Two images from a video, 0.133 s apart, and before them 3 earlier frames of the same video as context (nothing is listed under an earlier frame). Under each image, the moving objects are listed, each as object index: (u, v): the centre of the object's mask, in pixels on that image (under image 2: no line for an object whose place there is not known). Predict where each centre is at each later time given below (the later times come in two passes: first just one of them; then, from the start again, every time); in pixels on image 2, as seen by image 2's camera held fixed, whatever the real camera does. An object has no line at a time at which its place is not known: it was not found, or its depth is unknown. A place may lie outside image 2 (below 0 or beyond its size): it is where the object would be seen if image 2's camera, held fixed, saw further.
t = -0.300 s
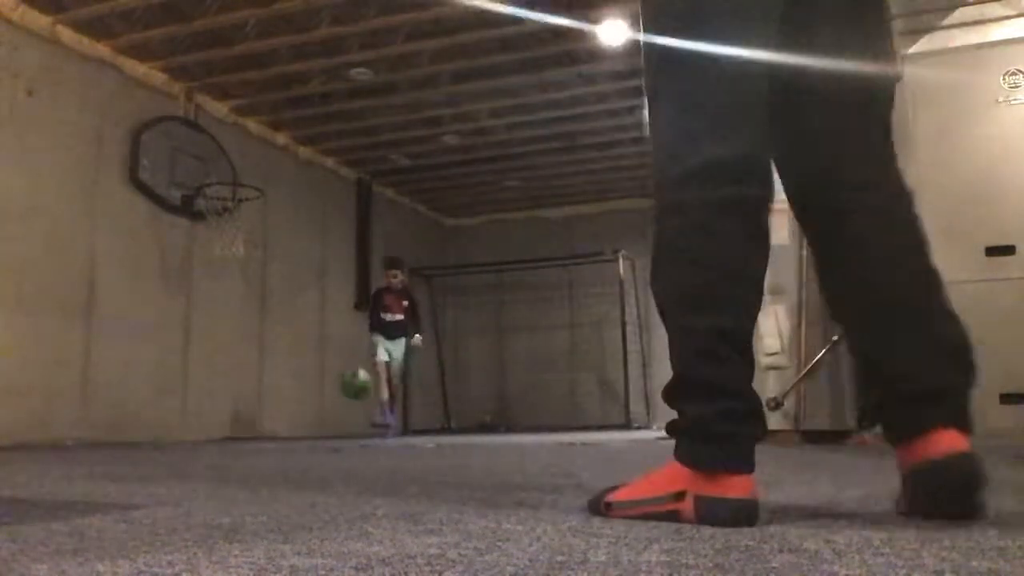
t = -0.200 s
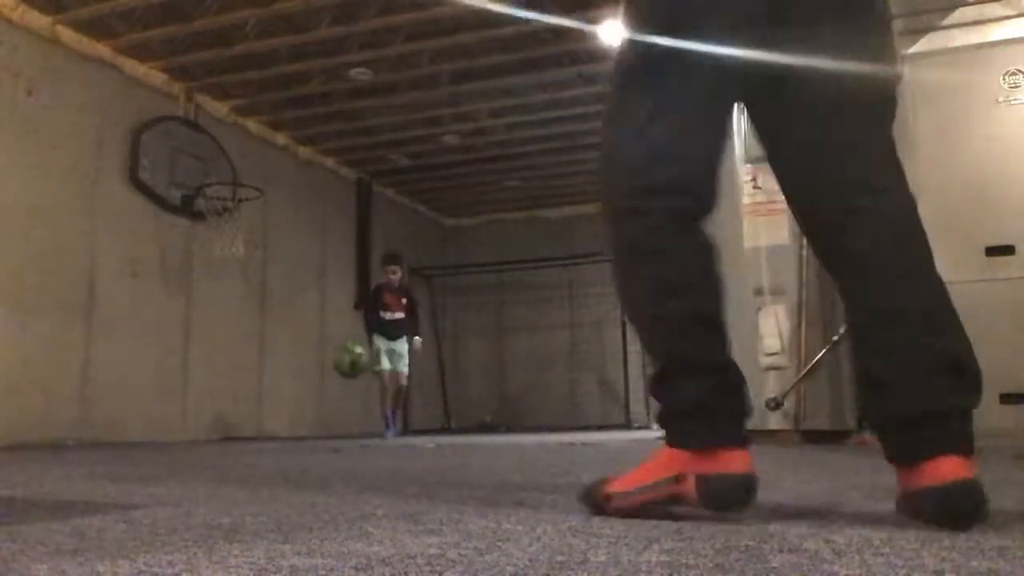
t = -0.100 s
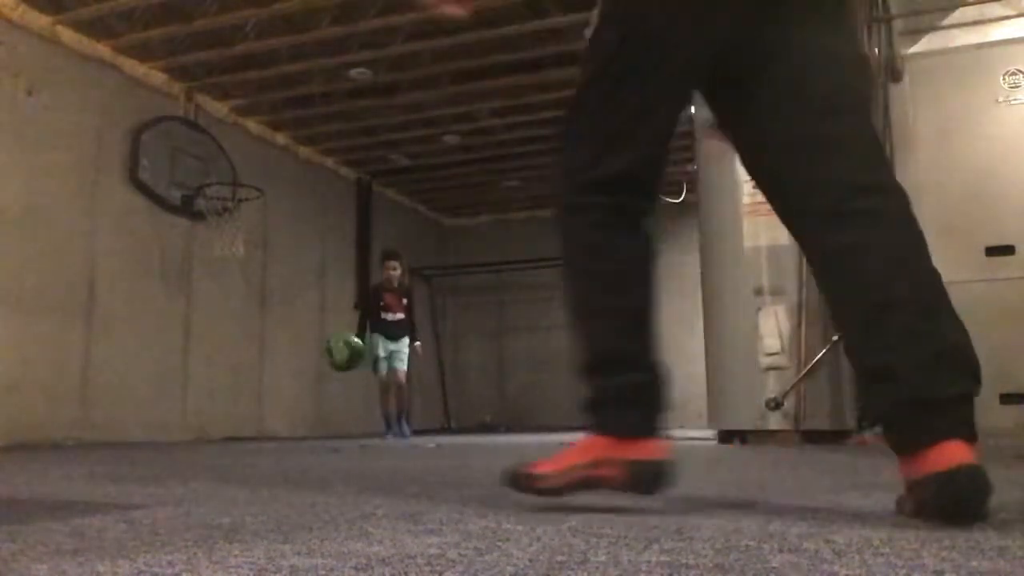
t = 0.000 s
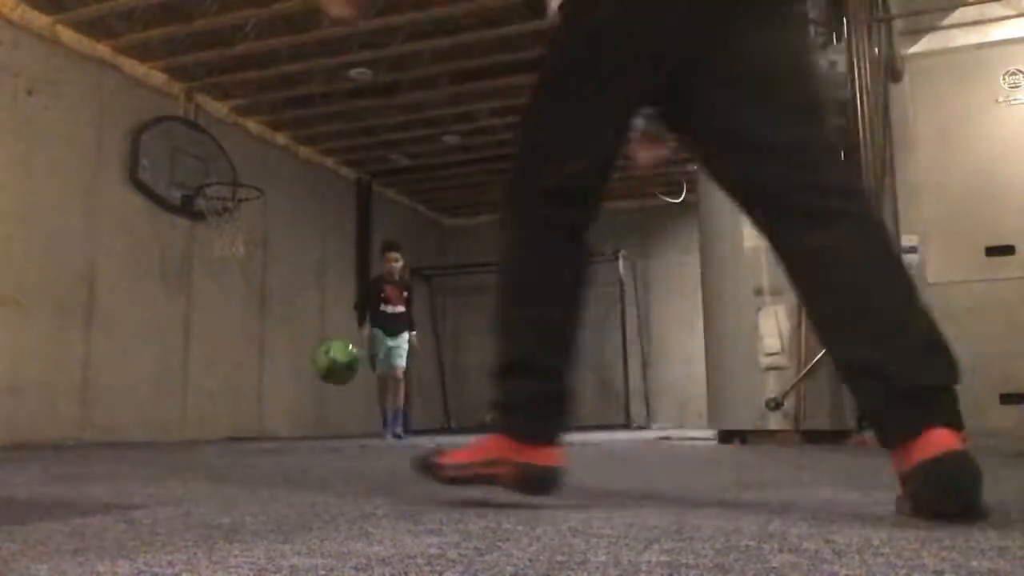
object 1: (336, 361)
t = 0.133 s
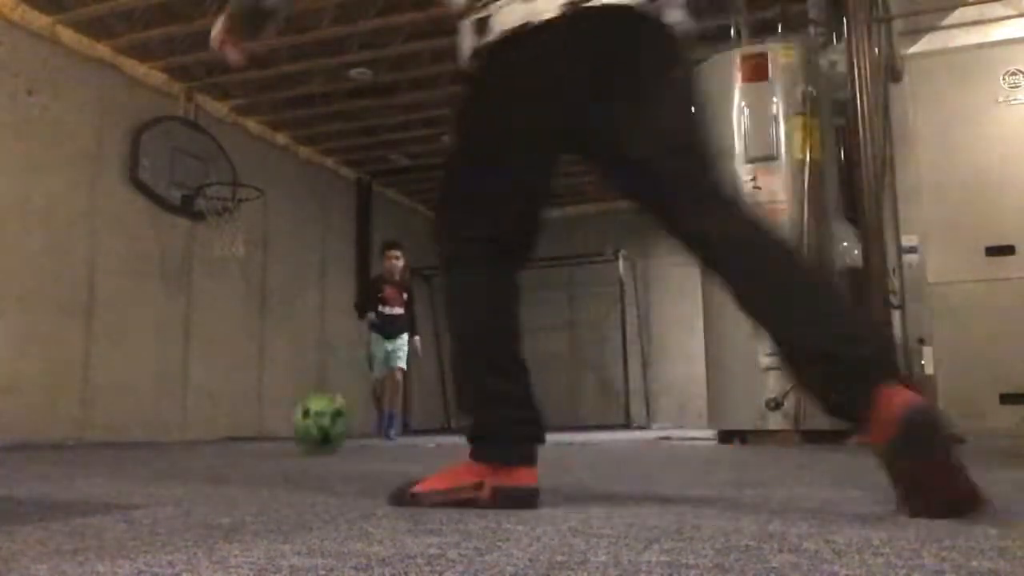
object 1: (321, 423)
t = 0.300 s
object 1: (303, 343)
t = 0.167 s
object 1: (318, 416)
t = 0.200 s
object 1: (314, 394)
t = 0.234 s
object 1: (311, 373)
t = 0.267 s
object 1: (307, 357)
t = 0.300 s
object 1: (303, 343)
